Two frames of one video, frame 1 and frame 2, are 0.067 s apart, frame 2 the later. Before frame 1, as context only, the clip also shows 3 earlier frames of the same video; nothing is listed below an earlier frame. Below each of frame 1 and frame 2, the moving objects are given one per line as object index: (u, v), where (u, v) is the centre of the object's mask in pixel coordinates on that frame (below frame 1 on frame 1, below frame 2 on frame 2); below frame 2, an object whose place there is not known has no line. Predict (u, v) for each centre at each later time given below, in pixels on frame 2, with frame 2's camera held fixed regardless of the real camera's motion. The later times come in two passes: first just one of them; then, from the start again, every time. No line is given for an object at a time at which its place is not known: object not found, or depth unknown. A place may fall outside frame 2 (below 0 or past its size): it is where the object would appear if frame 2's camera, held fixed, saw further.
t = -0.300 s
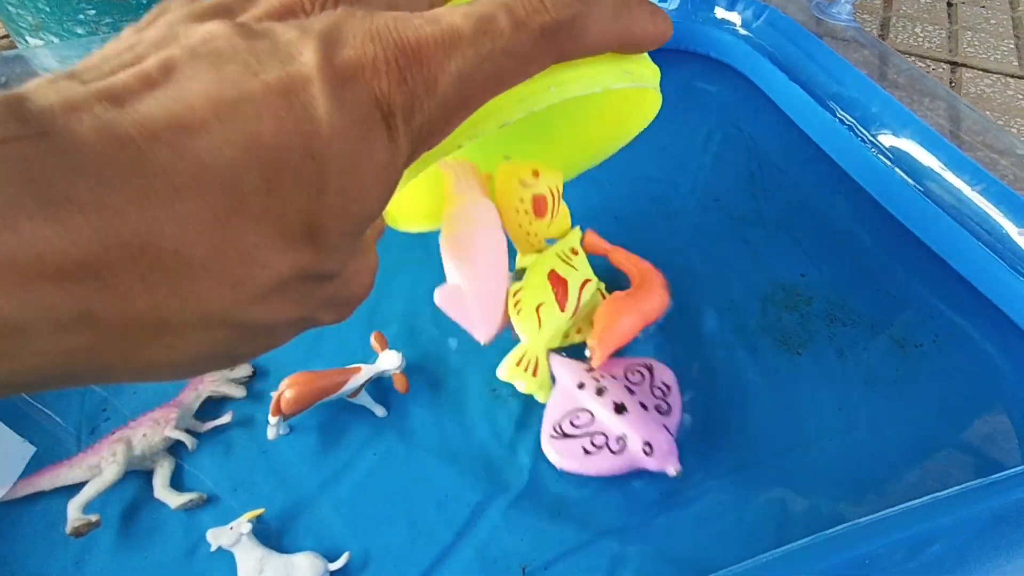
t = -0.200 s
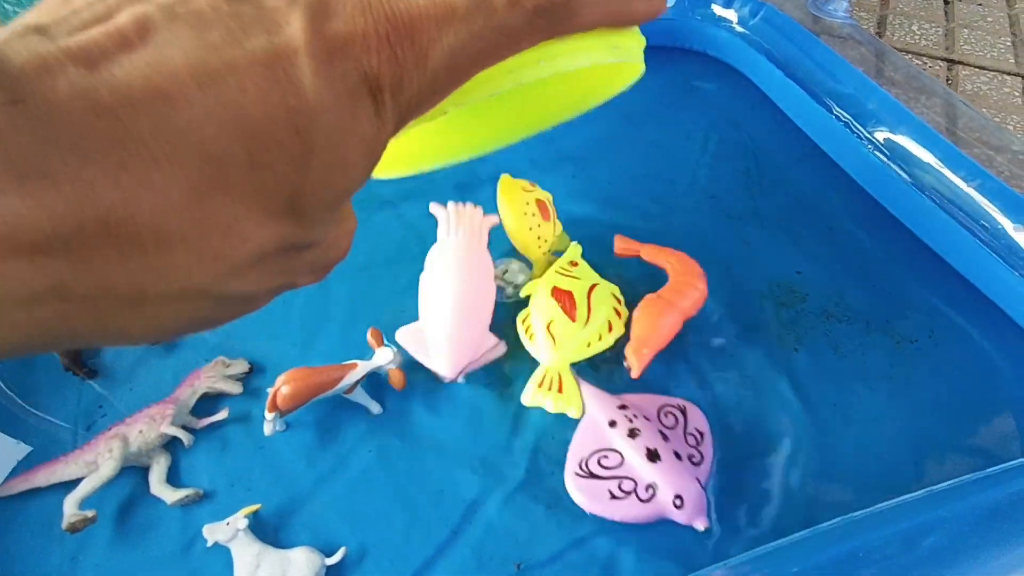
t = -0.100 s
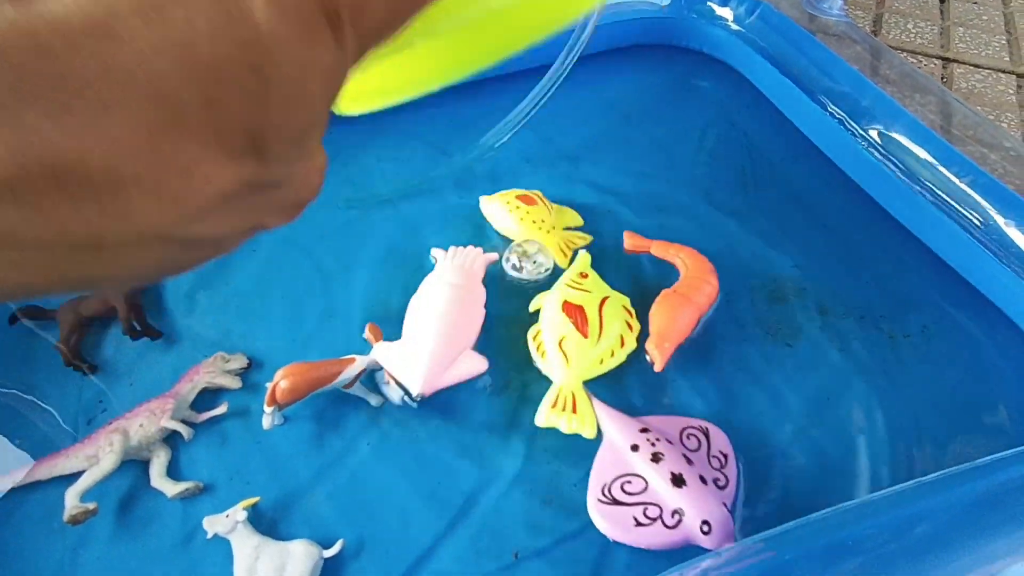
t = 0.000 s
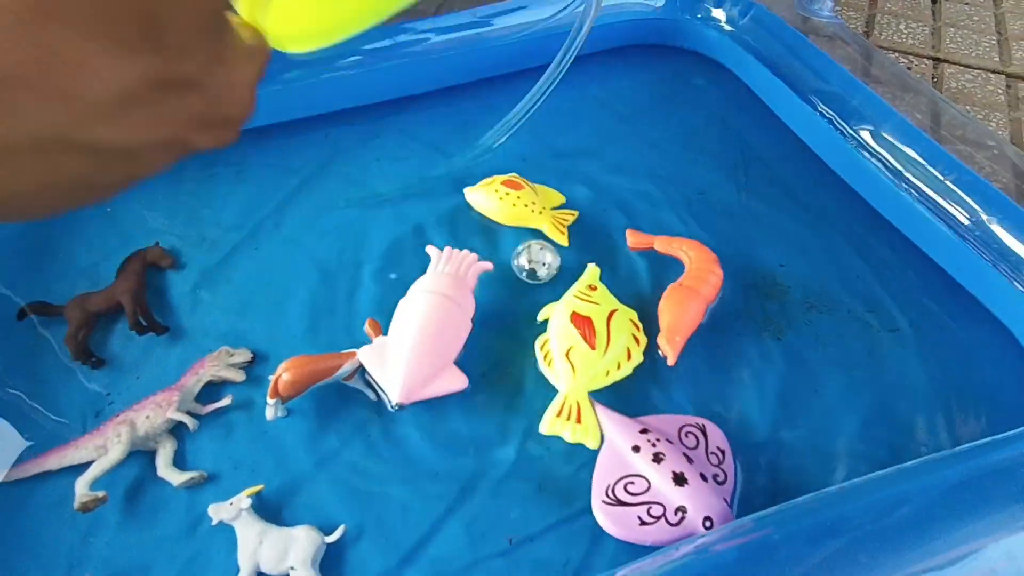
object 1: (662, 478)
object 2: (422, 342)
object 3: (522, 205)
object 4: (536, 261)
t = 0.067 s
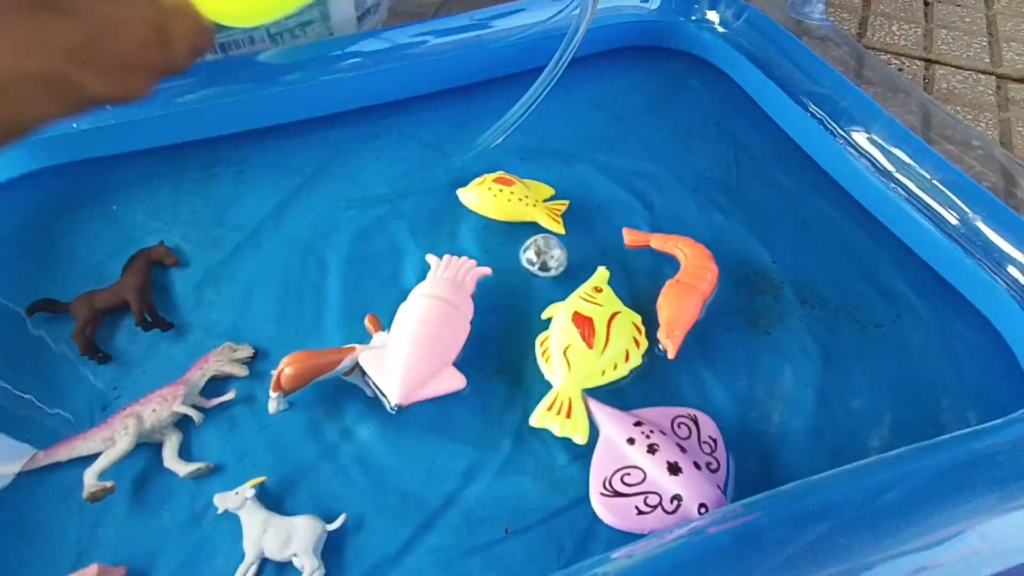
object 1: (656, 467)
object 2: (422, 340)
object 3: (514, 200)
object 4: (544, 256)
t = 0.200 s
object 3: (509, 194)
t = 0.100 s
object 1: (657, 466)
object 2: (423, 342)
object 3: (513, 199)
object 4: (550, 254)
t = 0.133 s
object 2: (424, 351)
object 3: (512, 197)
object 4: (555, 255)
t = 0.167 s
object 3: (511, 195)
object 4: (561, 257)
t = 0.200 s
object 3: (509, 194)
